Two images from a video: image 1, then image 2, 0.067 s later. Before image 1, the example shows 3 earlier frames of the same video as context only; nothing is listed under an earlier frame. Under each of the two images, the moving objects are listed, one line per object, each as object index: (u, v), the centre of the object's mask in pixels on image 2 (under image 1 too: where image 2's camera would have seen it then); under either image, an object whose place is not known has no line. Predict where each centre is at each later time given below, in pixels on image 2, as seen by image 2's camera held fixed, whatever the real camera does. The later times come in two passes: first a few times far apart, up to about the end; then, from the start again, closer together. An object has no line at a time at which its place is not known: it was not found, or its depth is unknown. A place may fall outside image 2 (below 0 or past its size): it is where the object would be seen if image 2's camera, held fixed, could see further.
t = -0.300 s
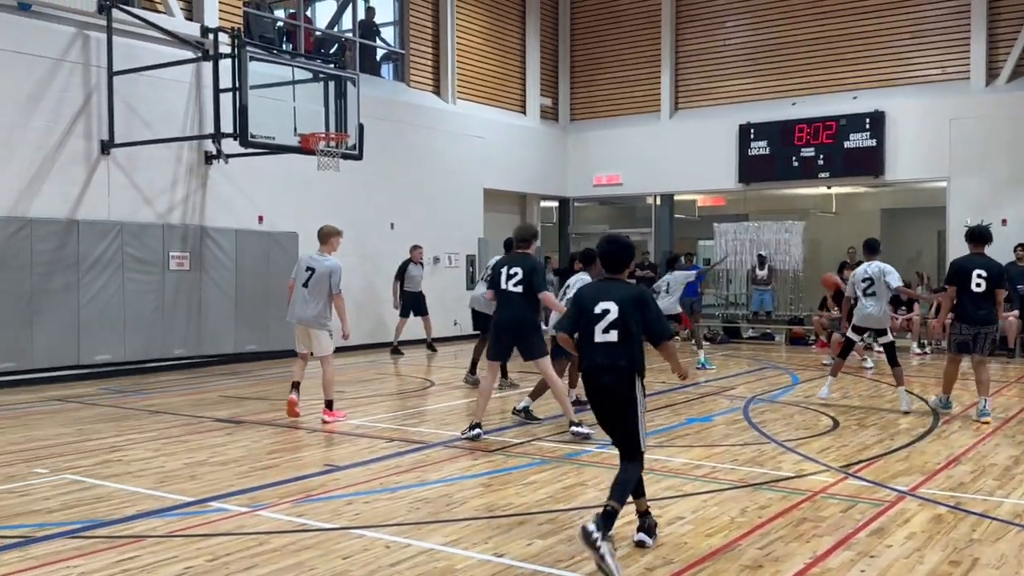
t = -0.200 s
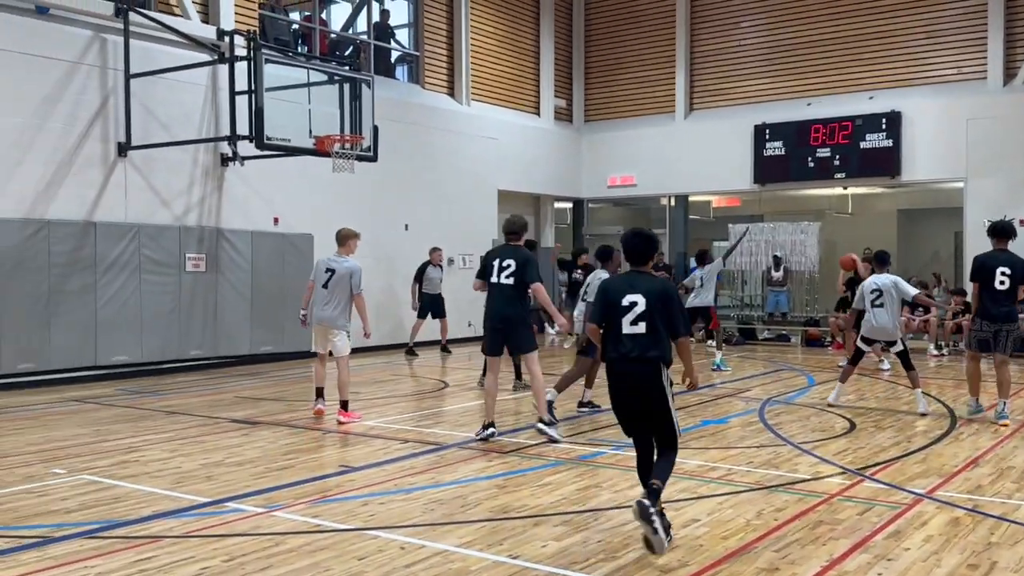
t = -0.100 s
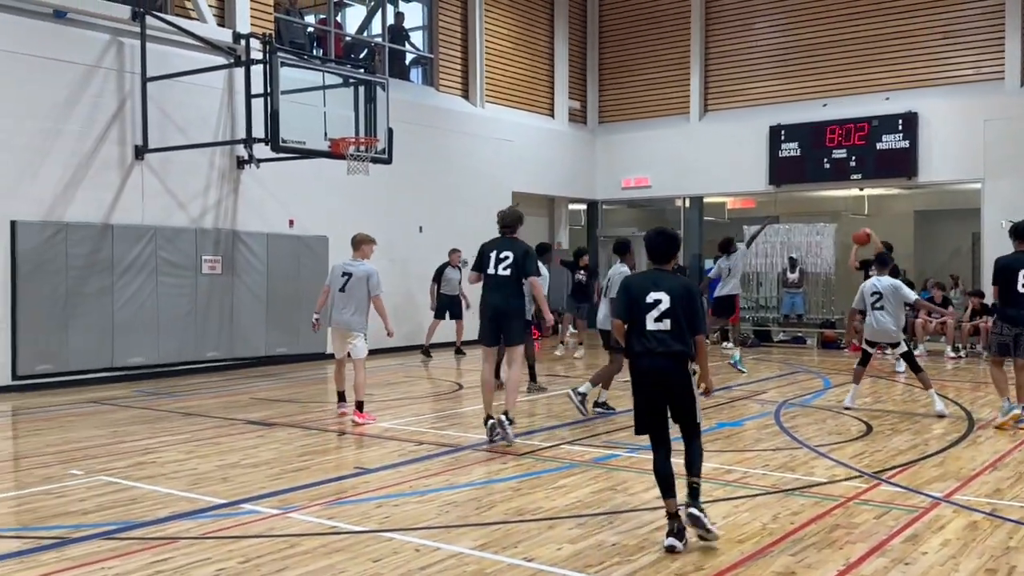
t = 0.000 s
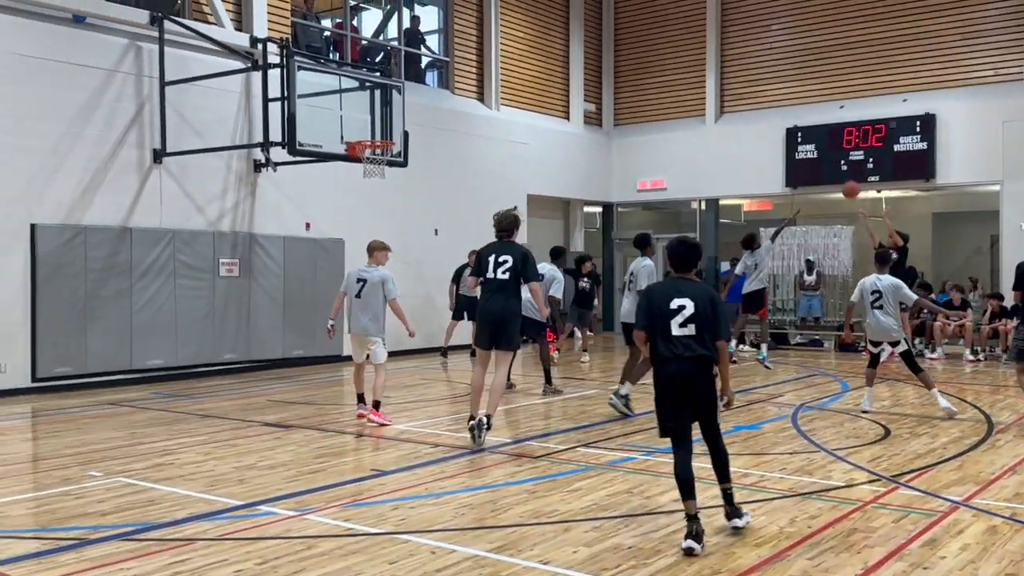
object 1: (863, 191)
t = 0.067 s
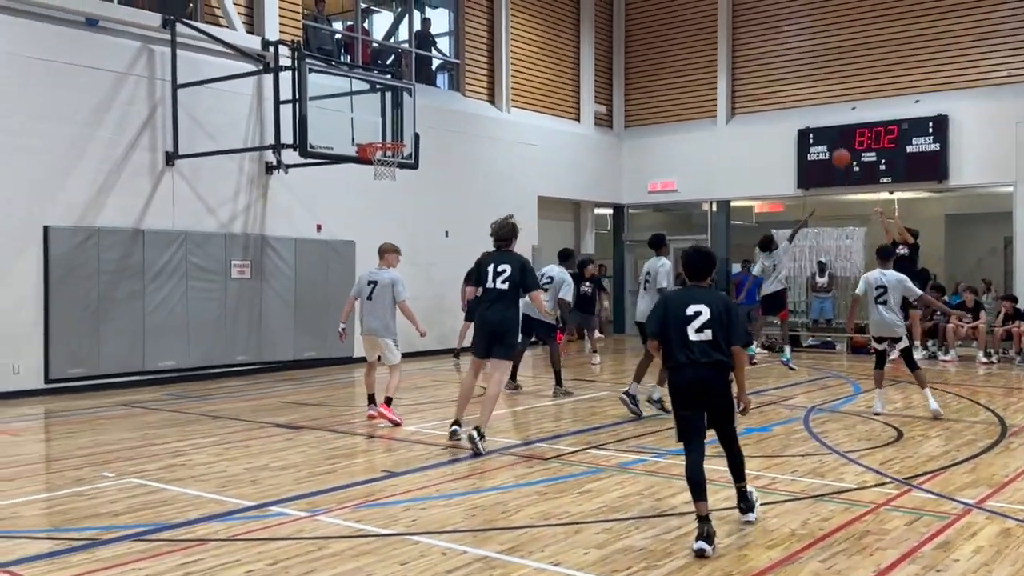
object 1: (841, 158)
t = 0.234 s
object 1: (785, 86)
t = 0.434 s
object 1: (718, 25)
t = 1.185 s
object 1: (449, 65)
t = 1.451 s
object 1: (385, 175)
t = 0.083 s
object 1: (836, 150)
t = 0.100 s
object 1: (831, 140)
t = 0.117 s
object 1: (825, 135)
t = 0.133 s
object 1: (818, 127)
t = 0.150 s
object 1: (813, 119)
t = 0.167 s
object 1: (807, 112)
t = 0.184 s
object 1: (802, 105)
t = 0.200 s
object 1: (796, 100)
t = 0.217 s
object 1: (791, 92)
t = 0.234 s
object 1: (785, 86)
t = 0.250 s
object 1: (780, 80)
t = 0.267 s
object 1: (774, 74)
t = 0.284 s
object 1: (769, 68)
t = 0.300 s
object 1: (762, 63)
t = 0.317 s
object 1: (758, 58)
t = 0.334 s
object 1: (753, 52)
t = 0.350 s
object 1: (745, 47)
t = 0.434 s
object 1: (718, 25)
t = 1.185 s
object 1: (449, 65)
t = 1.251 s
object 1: (424, 89)
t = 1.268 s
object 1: (418, 96)
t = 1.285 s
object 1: (413, 104)
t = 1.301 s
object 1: (406, 111)
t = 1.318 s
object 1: (399, 118)
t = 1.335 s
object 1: (393, 126)
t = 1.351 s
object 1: (387, 133)
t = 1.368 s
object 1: (380, 138)
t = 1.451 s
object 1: (385, 175)
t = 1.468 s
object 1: (388, 182)
